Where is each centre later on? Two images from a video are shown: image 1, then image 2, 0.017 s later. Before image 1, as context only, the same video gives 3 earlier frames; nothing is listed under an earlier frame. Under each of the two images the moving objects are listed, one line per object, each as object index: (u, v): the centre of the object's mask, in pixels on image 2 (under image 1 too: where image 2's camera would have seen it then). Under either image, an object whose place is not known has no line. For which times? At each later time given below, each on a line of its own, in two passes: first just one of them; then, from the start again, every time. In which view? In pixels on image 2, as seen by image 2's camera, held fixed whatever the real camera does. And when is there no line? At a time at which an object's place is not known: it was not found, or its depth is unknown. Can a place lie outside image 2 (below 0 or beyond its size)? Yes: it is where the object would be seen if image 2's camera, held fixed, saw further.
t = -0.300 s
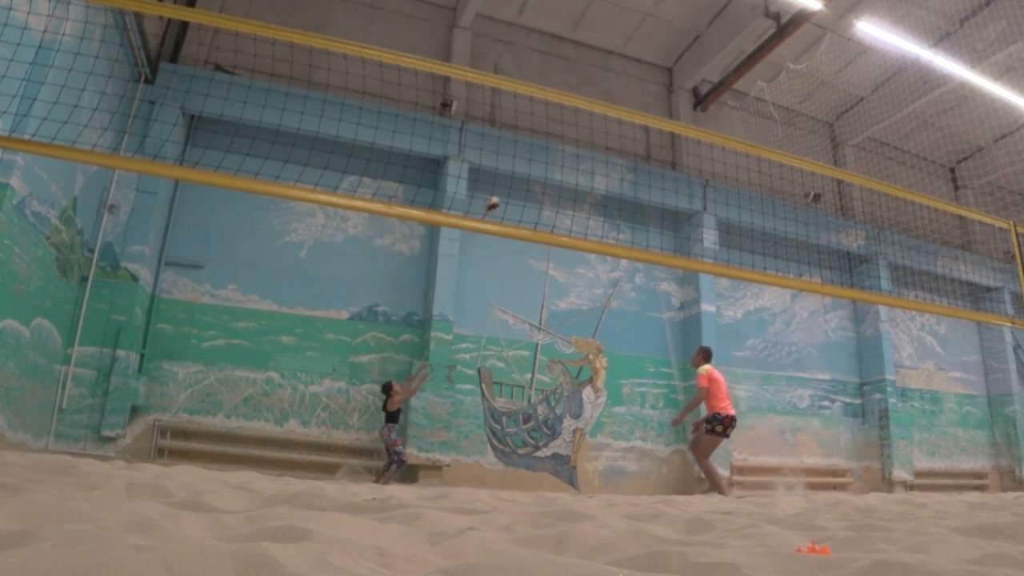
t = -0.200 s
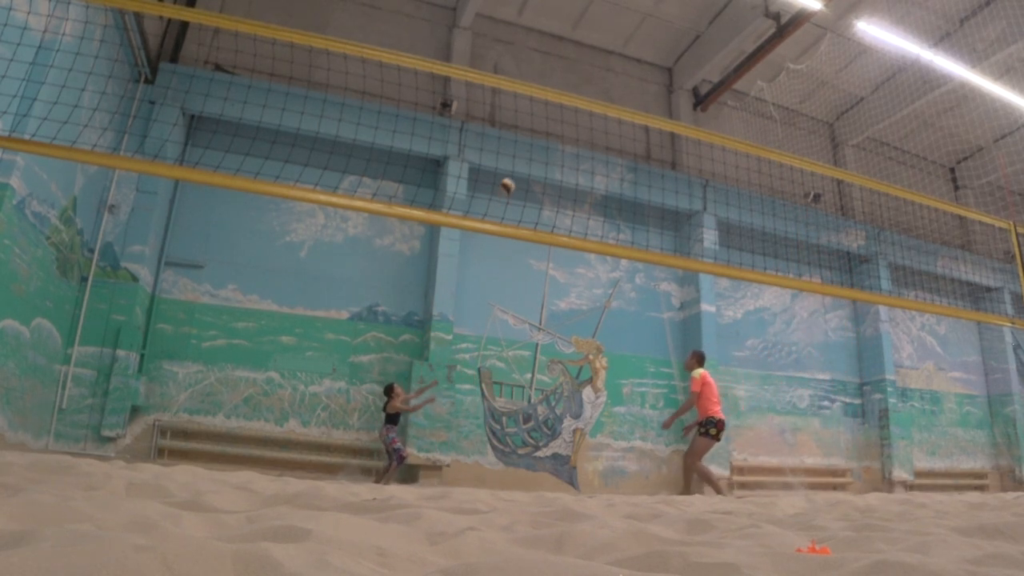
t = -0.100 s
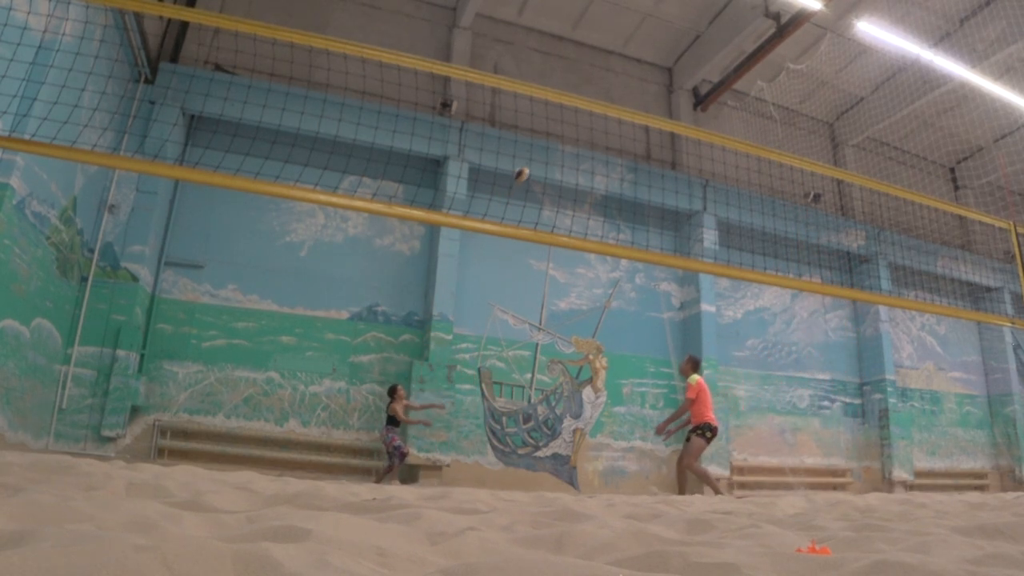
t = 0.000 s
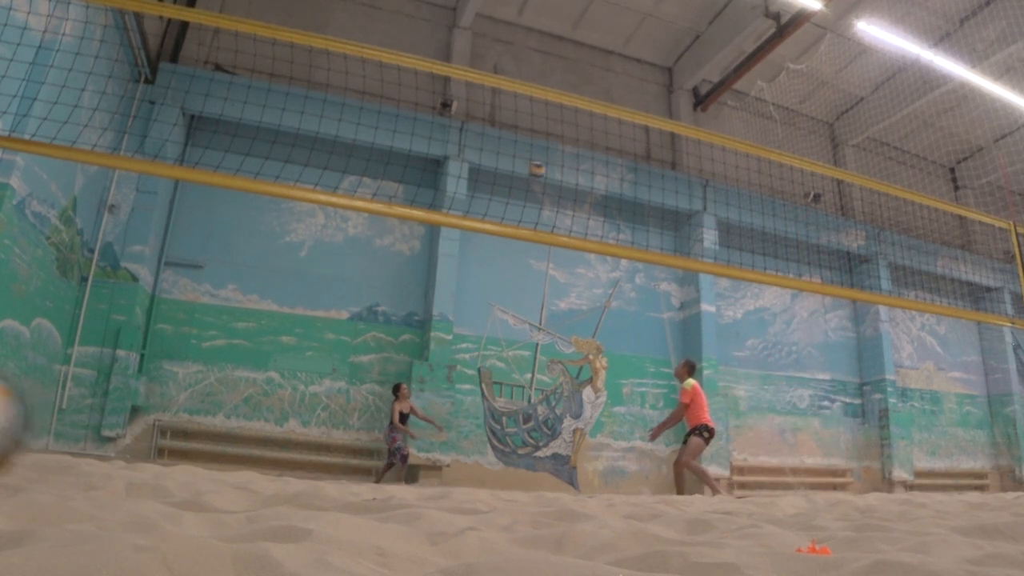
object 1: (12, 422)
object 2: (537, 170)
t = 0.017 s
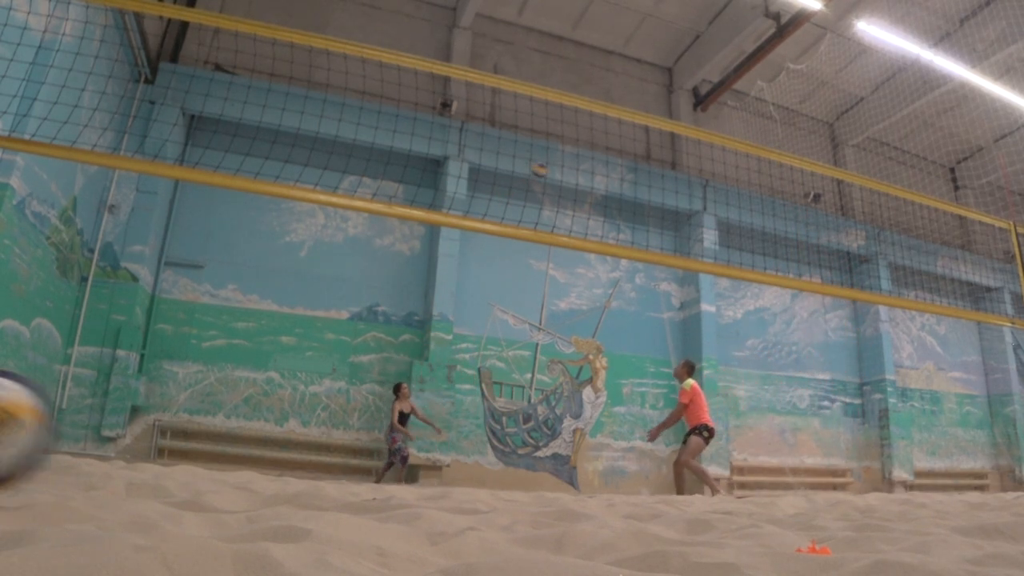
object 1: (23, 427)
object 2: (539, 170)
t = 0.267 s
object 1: (350, 454)
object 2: (578, 191)
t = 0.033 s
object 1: (35, 433)
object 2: (541, 169)
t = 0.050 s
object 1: (48, 437)
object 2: (544, 170)
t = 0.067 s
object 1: (66, 444)
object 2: (547, 170)
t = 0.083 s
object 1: (94, 451)
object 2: (549, 170)
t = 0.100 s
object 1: (120, 454)
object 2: (552, 171)
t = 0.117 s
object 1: (148, 457)
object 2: (554, 172)
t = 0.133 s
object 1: (174, 461)
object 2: (557, 173)
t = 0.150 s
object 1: (201, 467)
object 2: (559, 174)
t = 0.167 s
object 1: (226, 473)
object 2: (562, 176)
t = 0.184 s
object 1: (247, 470)
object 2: (565, 178)
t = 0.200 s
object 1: (269, 464)
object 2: (567, 180)
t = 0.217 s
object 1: (290, 460)
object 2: (570, 183)
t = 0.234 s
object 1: (310, 456)
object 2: (572, 186)
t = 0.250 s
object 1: (331, 454)
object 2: (575, 188)
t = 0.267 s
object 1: (350, 454)
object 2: (578, 191)
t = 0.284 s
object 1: (366, 454)
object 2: (581, 194)
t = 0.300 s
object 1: (384, 455)
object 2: (583, 197)
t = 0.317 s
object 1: (403, 459)
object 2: (586, 201)
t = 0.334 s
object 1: (421, 463)
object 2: (588, 204)
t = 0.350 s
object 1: (438, 470)
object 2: (591, 208)
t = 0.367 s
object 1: (456, 476)
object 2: (594, 213)
